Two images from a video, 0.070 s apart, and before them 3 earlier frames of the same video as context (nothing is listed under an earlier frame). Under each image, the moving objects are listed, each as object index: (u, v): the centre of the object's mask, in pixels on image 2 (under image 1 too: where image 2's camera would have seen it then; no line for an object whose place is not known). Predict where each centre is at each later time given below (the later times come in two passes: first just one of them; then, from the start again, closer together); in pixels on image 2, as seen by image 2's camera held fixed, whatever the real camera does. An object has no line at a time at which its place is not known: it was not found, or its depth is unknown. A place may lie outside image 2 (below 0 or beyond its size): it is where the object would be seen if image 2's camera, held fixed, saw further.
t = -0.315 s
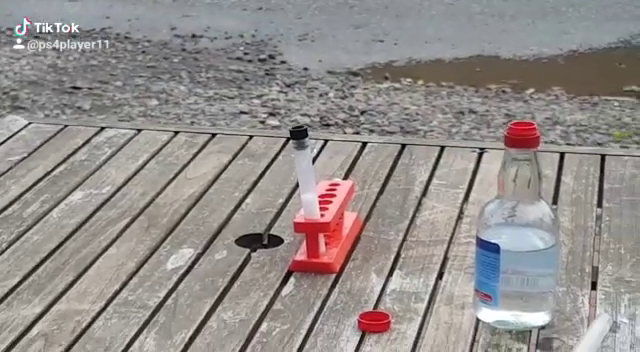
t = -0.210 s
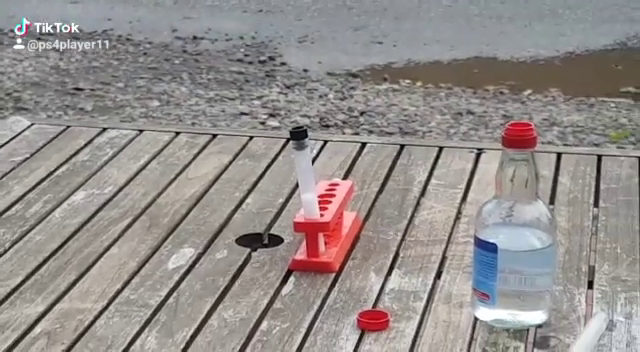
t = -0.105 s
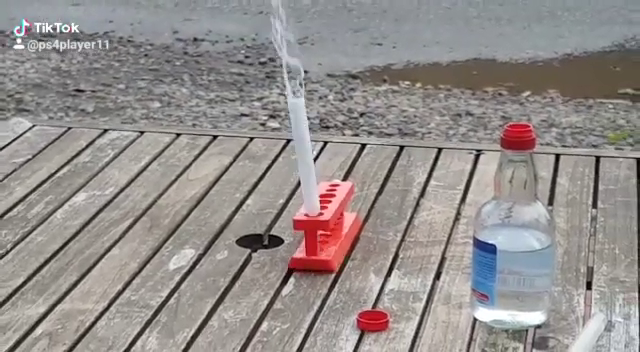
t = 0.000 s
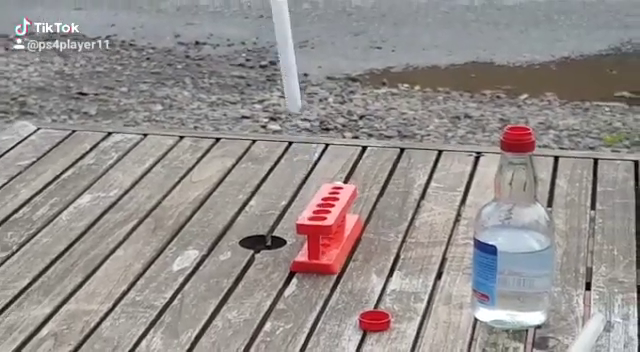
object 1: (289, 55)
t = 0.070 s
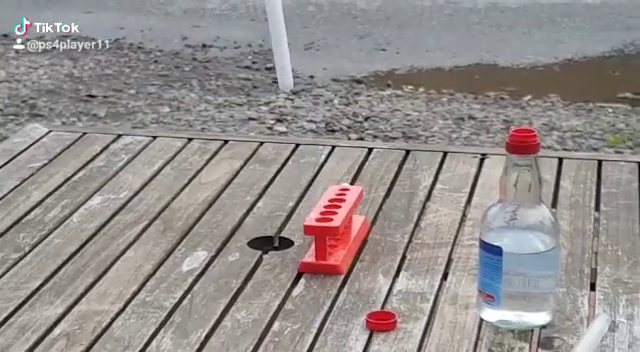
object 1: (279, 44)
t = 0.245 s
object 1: (237, 152)
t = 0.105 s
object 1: (273, 48)
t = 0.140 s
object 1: (264, 55)
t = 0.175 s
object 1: (256, 73)
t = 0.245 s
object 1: (237, 152)
